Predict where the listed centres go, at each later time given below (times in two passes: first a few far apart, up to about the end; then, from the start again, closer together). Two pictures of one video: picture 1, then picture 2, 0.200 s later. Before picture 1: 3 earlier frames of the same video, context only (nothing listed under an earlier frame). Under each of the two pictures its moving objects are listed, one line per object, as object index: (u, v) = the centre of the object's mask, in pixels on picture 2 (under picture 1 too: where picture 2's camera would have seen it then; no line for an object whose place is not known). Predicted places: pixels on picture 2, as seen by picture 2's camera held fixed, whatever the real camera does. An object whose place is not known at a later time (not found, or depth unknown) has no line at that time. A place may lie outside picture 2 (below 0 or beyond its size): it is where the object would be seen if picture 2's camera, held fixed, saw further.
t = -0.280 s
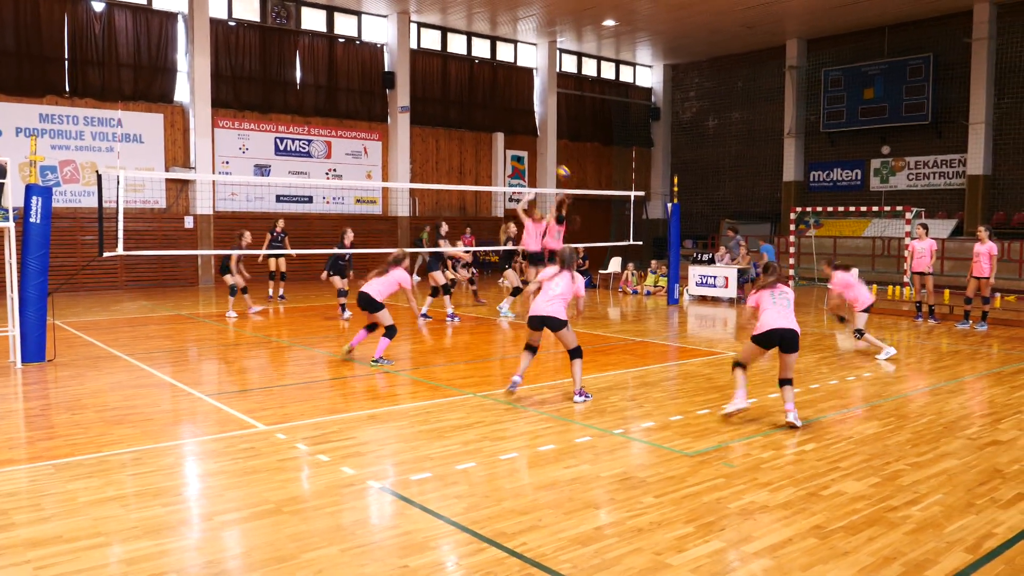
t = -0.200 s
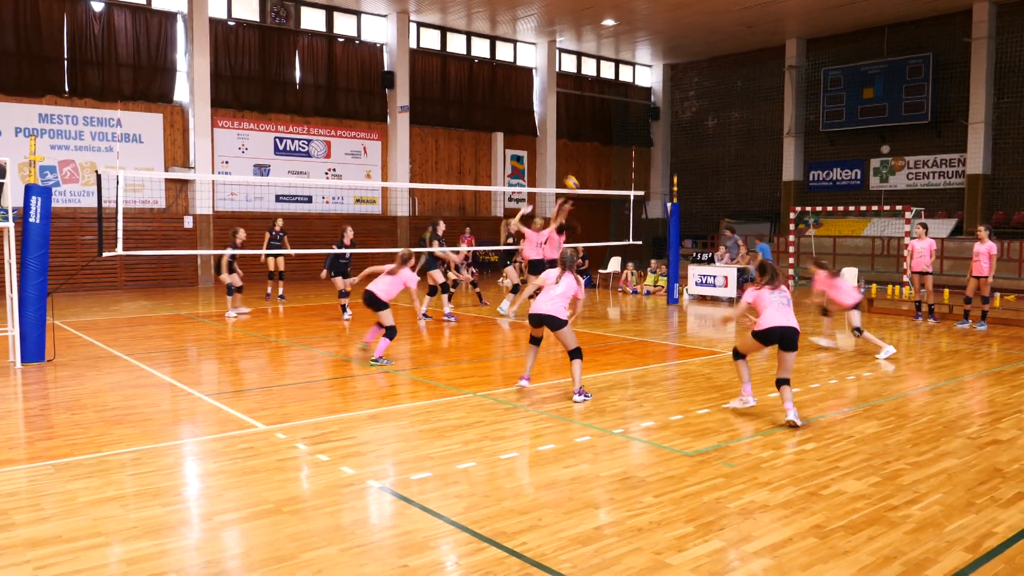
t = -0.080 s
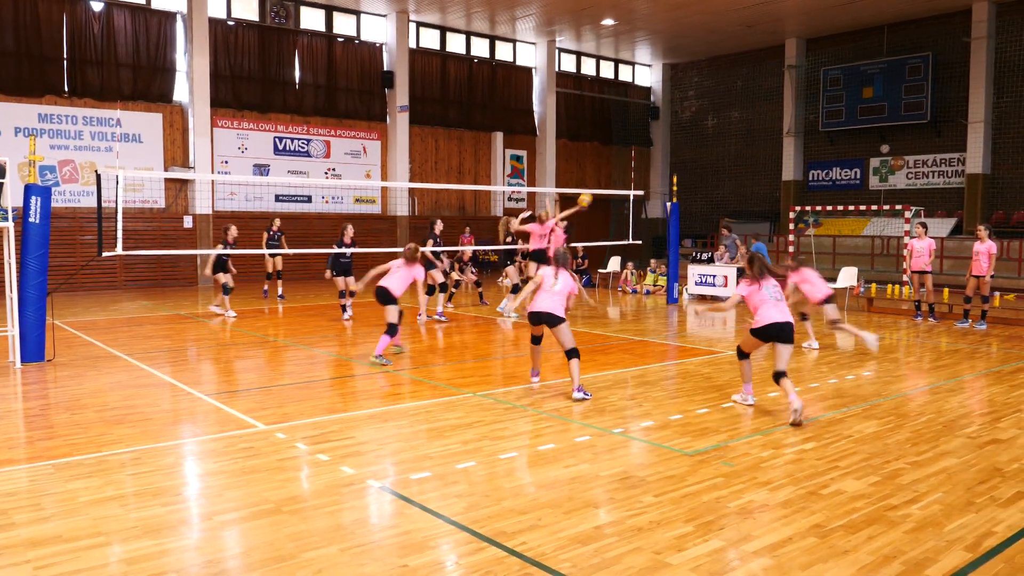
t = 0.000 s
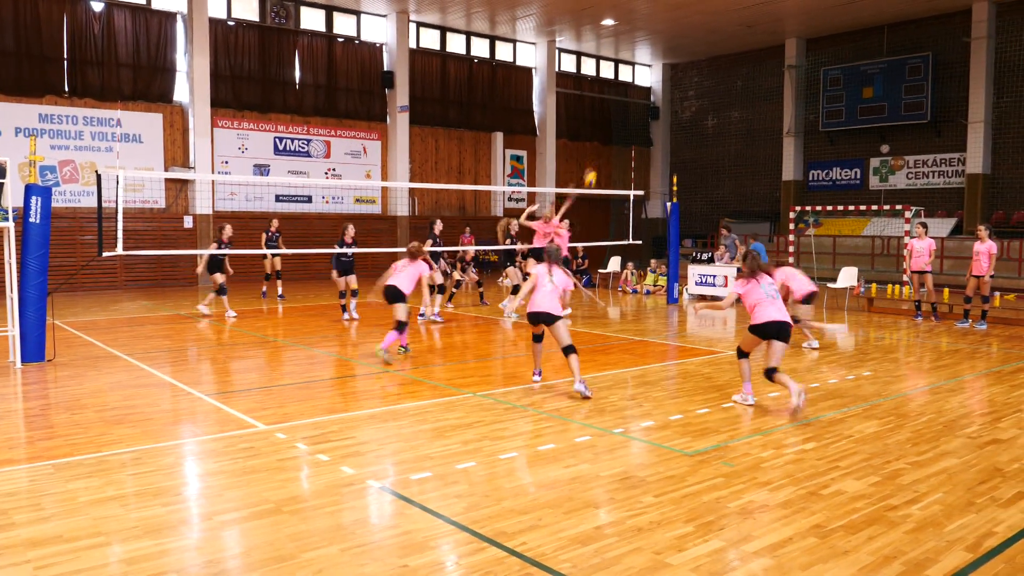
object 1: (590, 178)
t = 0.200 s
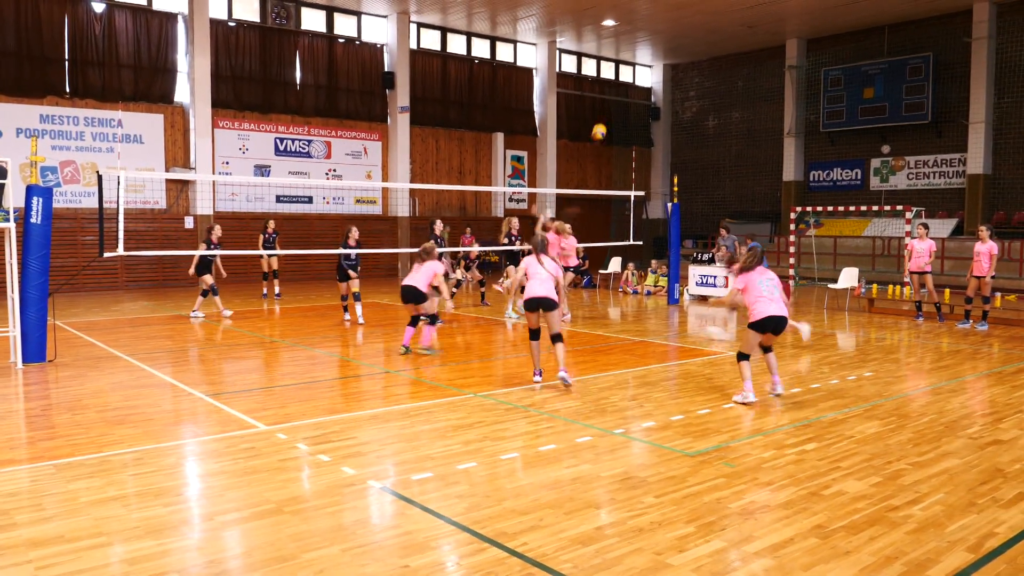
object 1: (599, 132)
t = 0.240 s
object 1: (601, 125)
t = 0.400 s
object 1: (608, 108)
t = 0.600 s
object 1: (619, 111)
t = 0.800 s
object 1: (630, 142)
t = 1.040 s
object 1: (641, 227)
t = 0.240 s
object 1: (601, 125)
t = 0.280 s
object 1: (603, 120)
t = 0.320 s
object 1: (605, 115)
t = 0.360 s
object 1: (607, 112)
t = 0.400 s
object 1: (608, 108)
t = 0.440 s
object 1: (610, 107)
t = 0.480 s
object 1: (613, 106)
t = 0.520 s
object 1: (615, 106)
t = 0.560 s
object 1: (617, 108)
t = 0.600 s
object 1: (619, 111)
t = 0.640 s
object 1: (621, 115)
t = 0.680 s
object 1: (623, 120)
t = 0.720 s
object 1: (625, 126)
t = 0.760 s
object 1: (628, 134)
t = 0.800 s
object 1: (630, 142)
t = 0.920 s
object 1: (635, 179)
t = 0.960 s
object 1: (637, 192)
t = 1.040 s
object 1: (641, 227)
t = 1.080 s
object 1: (643, 245)
